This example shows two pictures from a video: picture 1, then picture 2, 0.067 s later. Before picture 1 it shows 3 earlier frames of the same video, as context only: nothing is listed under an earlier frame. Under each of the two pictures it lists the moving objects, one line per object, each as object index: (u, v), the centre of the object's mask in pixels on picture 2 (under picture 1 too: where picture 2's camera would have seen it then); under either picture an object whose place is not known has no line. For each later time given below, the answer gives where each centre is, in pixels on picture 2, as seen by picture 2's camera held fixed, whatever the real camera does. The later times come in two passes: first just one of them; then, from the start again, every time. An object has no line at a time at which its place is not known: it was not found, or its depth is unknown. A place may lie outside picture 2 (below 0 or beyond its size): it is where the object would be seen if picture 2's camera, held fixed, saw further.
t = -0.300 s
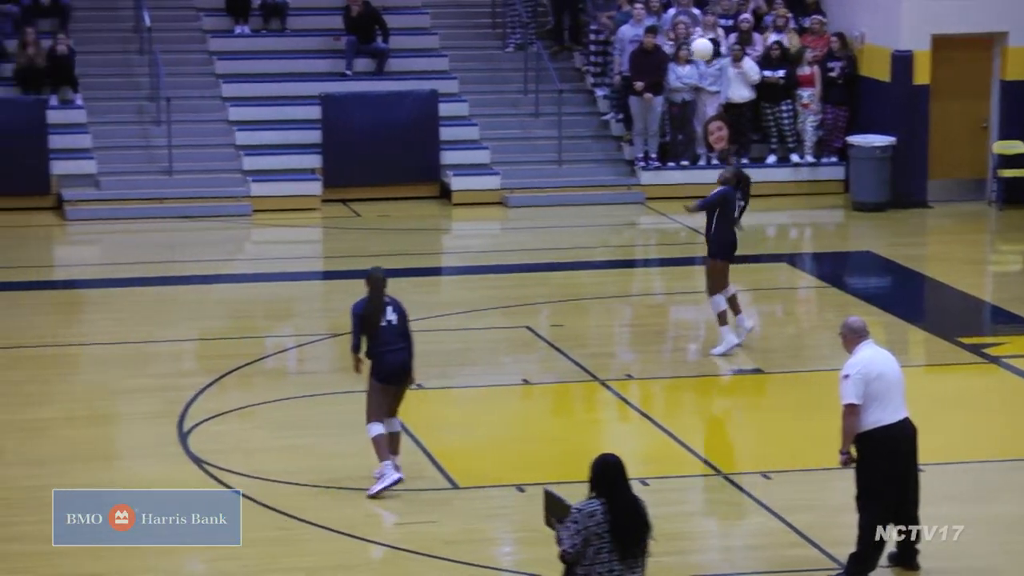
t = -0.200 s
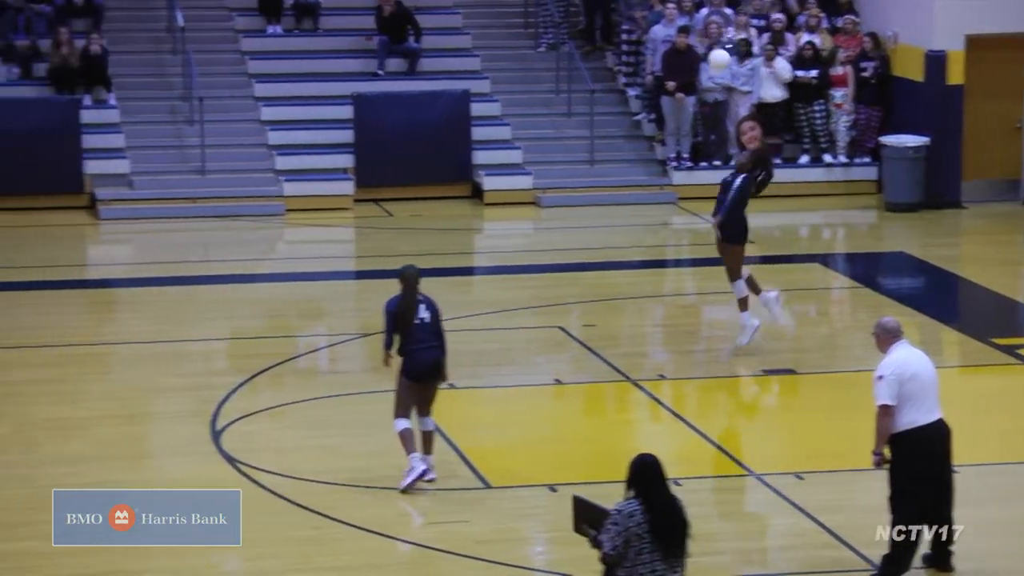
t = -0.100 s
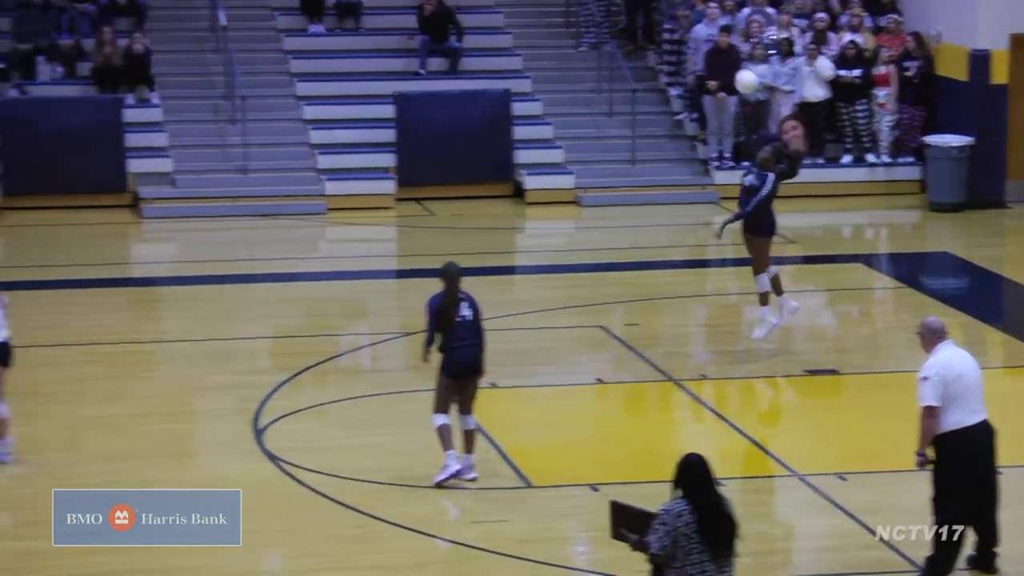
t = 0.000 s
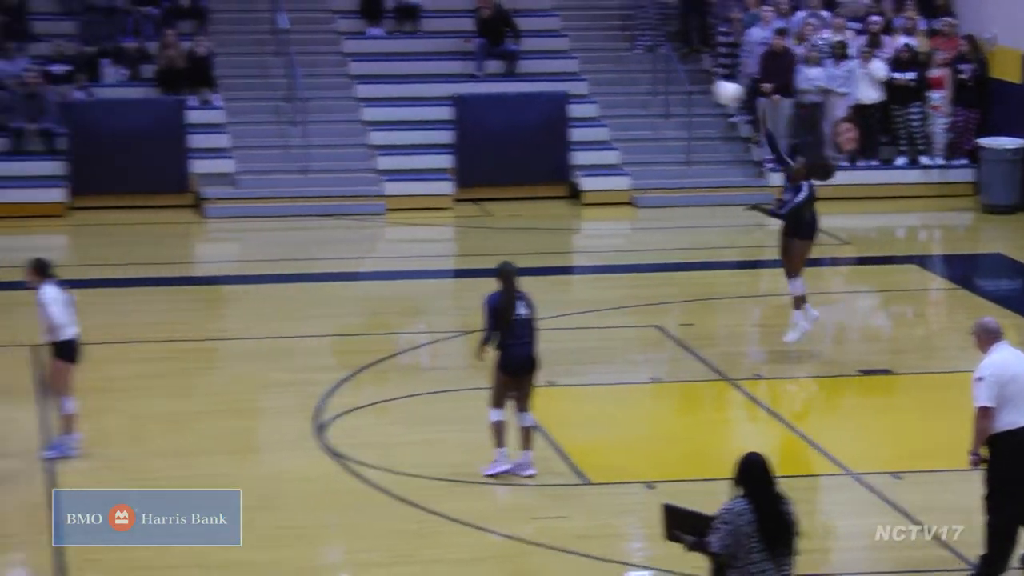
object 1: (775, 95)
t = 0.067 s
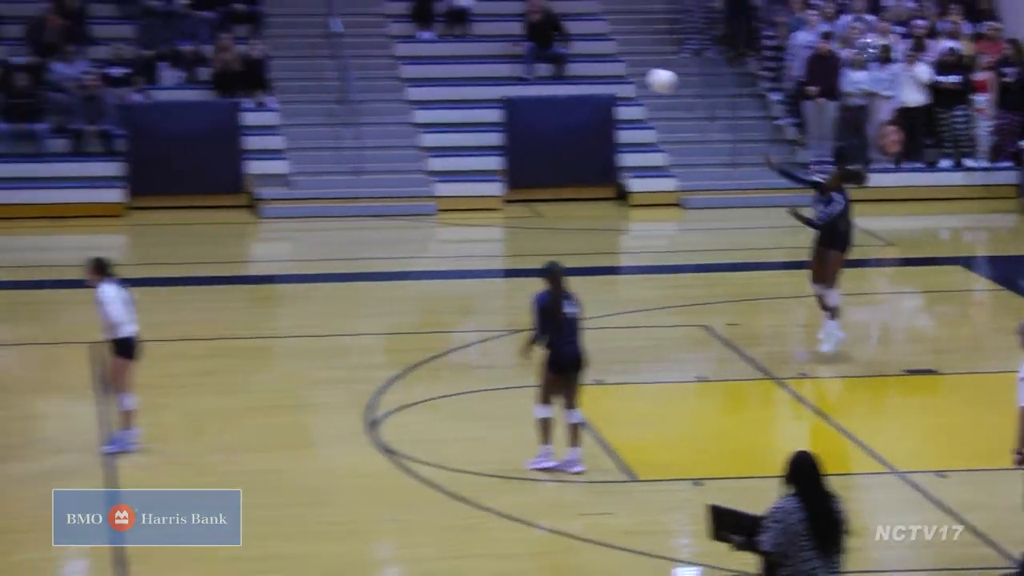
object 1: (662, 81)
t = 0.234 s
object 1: (375, 61)
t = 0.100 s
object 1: (604, 74)
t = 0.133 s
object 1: (546, 69)
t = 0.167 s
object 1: (490, 65)
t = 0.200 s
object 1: (432, 62)
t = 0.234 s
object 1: (375, 61)
